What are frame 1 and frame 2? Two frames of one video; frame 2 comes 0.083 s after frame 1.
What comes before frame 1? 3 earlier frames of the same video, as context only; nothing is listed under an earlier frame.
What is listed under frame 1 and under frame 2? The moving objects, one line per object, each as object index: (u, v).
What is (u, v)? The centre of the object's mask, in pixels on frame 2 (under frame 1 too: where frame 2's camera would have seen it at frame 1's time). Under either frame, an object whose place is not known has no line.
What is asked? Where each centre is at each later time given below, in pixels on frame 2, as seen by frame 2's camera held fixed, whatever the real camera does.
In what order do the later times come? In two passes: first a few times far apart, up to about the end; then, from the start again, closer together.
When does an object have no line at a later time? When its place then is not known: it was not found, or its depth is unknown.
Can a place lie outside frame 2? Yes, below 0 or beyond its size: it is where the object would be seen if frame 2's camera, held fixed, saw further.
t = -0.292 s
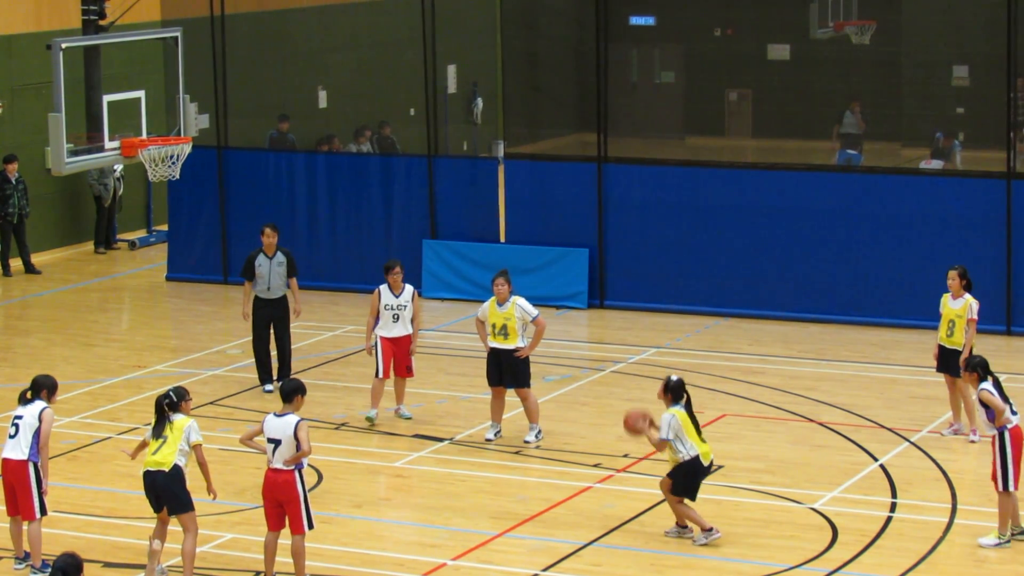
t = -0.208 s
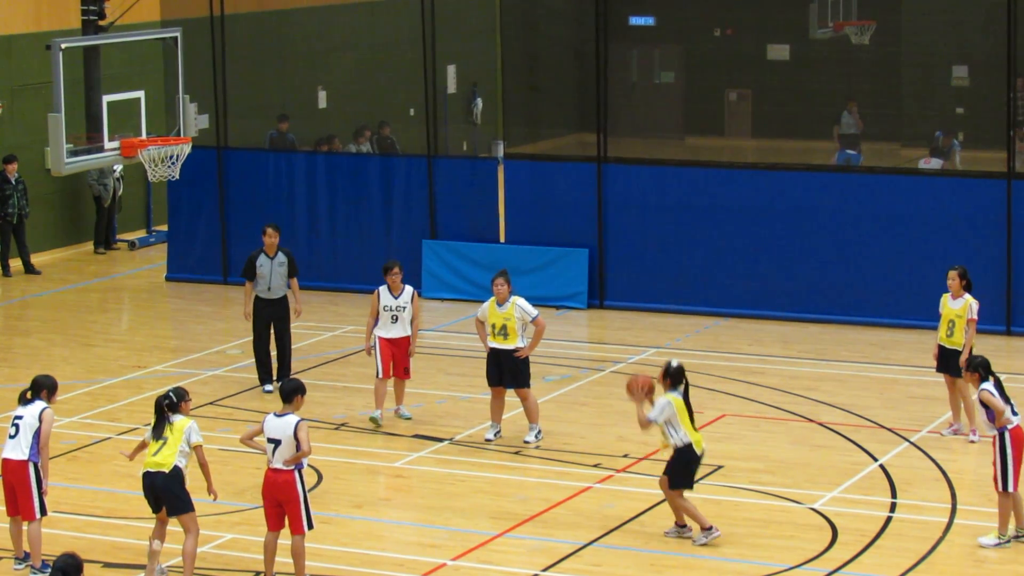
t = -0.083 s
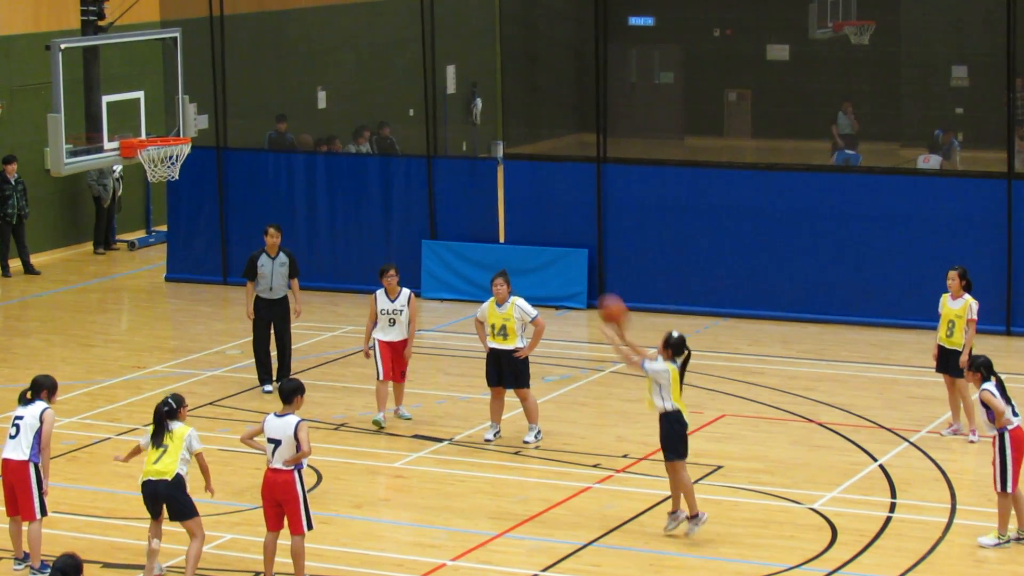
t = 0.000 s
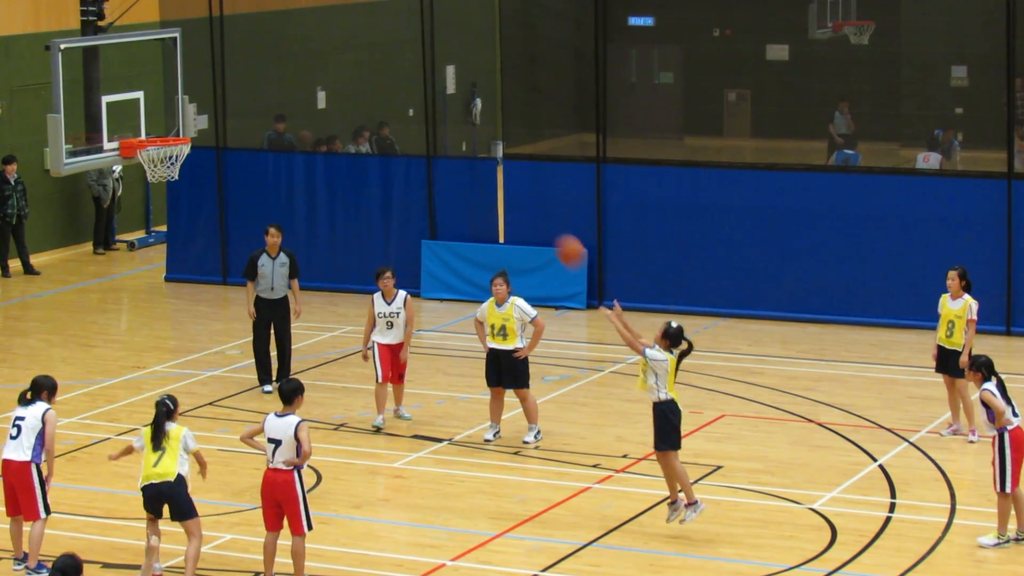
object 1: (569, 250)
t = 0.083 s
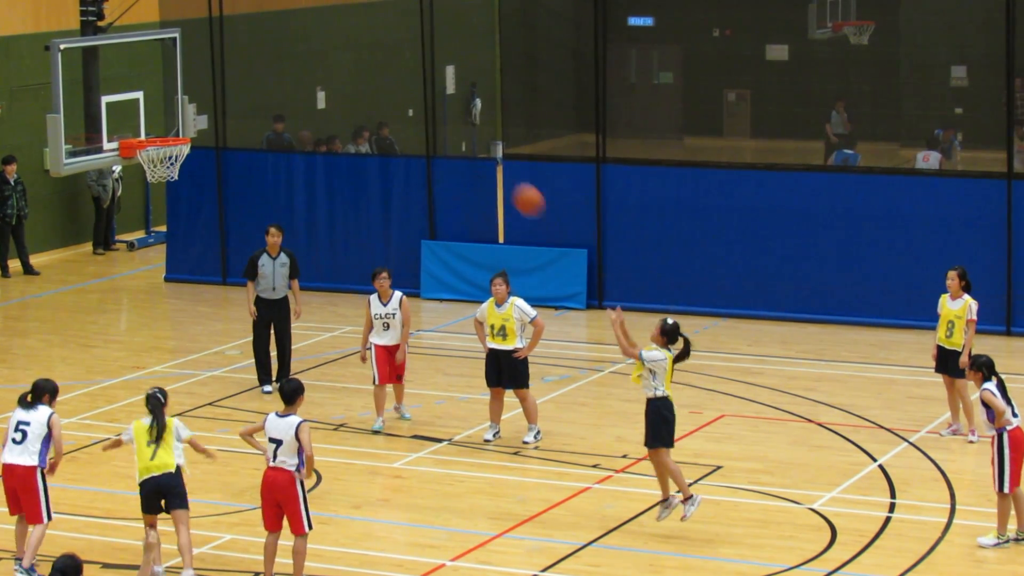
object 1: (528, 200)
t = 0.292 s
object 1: (427, 106)
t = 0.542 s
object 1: (312, 62)
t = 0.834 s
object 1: (188, 102)
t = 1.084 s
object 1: (147, 162)
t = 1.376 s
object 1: (154, 192)
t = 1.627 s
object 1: (180, 285)
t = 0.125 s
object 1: (508, 177)
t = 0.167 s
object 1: (486, 155)
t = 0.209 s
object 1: (467, 137)
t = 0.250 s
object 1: (446, 120)
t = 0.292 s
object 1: (427, 106)
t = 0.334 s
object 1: (407, 93)
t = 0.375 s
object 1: (388, 83)
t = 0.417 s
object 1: (369, 74)
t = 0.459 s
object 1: (350, 68)
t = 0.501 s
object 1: (331, 64)
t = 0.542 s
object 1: (312, 62)
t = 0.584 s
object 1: (293, 62)
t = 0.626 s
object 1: (275, 64)
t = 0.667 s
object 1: (257, 68)
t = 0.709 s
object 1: (239, 73)
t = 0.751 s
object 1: (222, 81)
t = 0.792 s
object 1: (204, 90)
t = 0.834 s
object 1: (188, 102)
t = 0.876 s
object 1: (169, 116)
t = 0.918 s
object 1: (155, 129)
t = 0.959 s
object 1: (157, 135)
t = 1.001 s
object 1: (174, 142)
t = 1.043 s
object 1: (165, 155)
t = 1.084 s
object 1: (147, 162)
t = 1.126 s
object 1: (138, 165)
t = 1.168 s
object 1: (140, 169)
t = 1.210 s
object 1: (141, 170)
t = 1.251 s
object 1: (144, 173)
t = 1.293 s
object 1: (147, 178)
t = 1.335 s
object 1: (150, 185)
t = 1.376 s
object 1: (154, 192)
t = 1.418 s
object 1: (158, 201)
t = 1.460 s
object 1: (162, 213)
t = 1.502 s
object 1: (166, 229)
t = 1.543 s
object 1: (171, 246)
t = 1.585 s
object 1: (175, 265)
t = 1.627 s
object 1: (180, 285)
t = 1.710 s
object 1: (188, 333)
